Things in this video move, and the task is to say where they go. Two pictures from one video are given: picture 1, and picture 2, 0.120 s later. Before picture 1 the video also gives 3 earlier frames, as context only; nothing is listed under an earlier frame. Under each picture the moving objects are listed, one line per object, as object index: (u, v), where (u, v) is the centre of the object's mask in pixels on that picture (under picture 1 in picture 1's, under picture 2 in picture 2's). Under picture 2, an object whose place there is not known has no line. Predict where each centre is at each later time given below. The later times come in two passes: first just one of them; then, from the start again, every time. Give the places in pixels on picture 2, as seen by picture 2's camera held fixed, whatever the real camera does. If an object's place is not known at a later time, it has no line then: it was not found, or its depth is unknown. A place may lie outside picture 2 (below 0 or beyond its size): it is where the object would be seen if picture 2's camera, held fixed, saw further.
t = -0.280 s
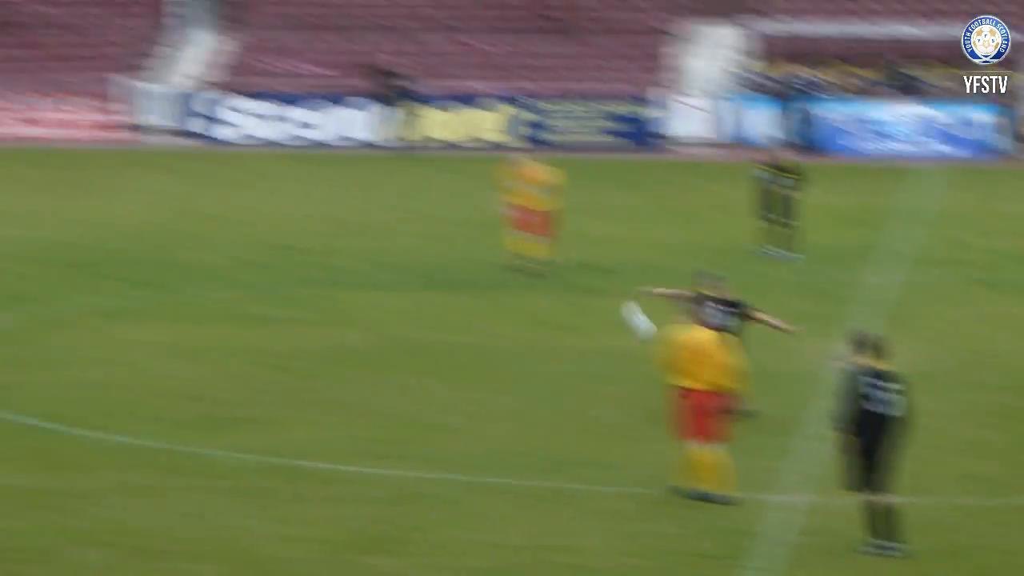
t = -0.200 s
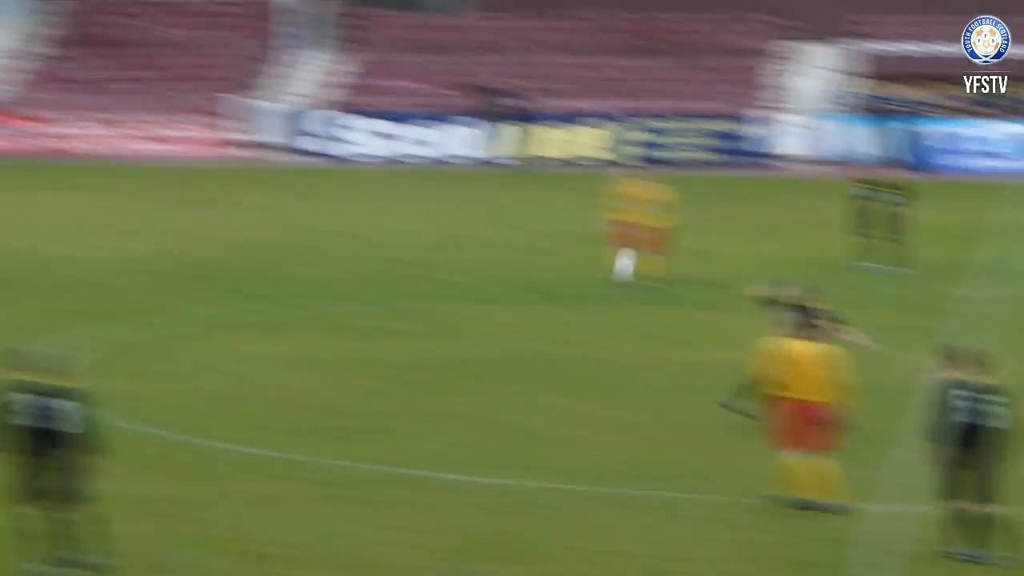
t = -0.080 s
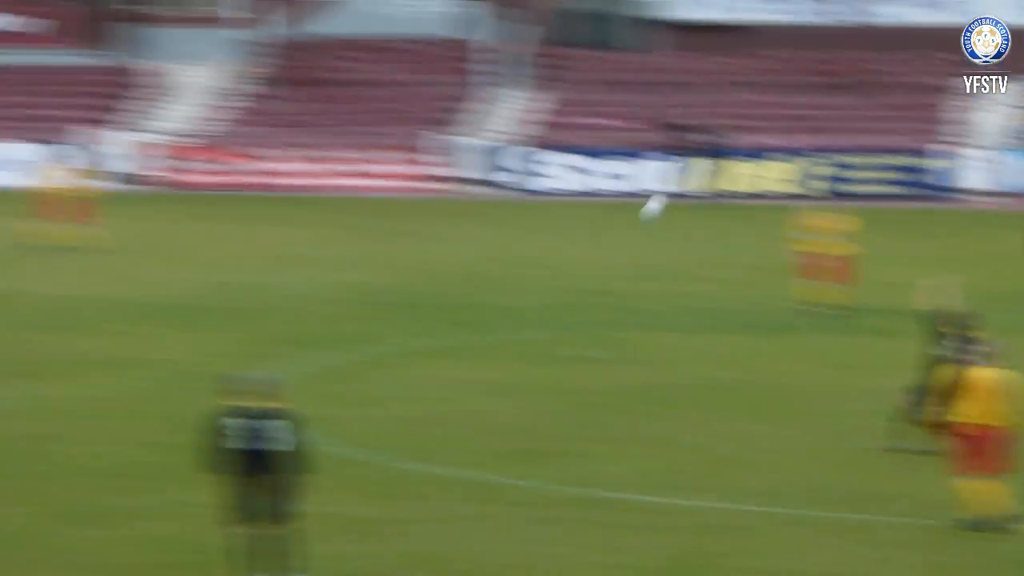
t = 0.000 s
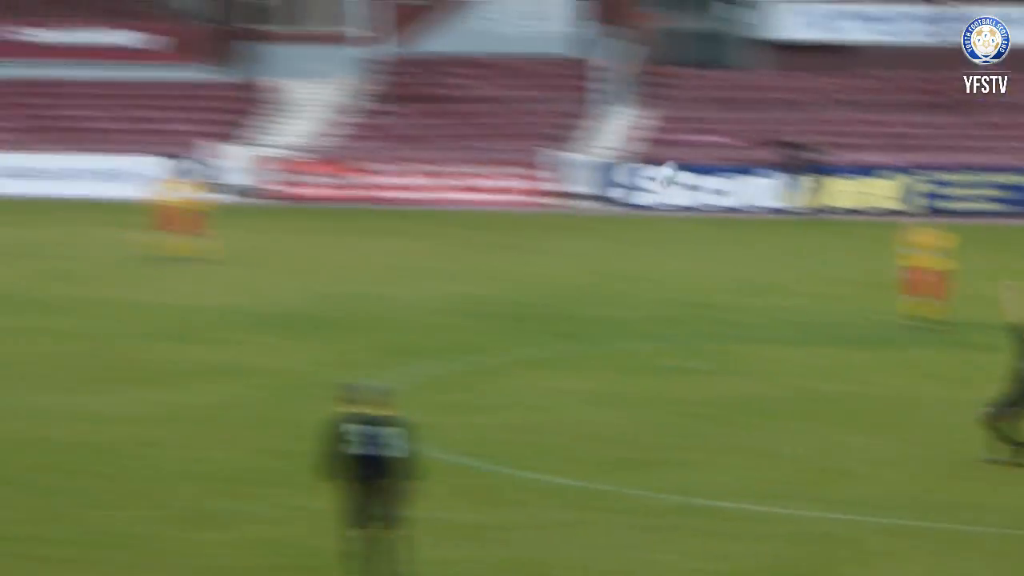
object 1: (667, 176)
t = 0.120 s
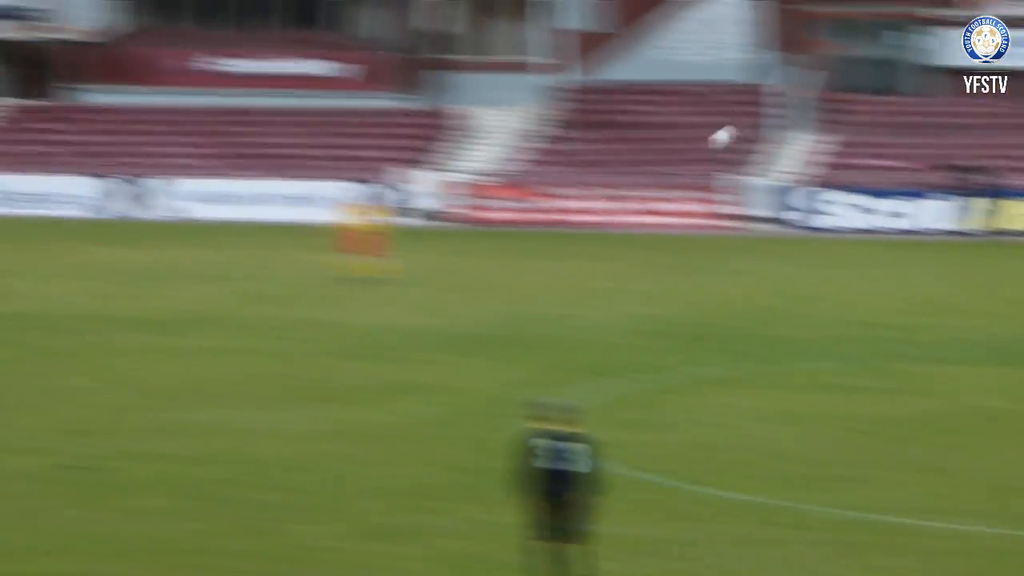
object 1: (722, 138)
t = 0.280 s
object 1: (586, 77)
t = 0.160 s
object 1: (685, 121)
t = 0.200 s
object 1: (652, 104)
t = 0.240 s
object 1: (618, 91)
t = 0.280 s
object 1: (586, 77)
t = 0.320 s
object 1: (555, 65)
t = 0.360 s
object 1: (523, 52)
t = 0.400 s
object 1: (493, 43)
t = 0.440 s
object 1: (465, 35)
